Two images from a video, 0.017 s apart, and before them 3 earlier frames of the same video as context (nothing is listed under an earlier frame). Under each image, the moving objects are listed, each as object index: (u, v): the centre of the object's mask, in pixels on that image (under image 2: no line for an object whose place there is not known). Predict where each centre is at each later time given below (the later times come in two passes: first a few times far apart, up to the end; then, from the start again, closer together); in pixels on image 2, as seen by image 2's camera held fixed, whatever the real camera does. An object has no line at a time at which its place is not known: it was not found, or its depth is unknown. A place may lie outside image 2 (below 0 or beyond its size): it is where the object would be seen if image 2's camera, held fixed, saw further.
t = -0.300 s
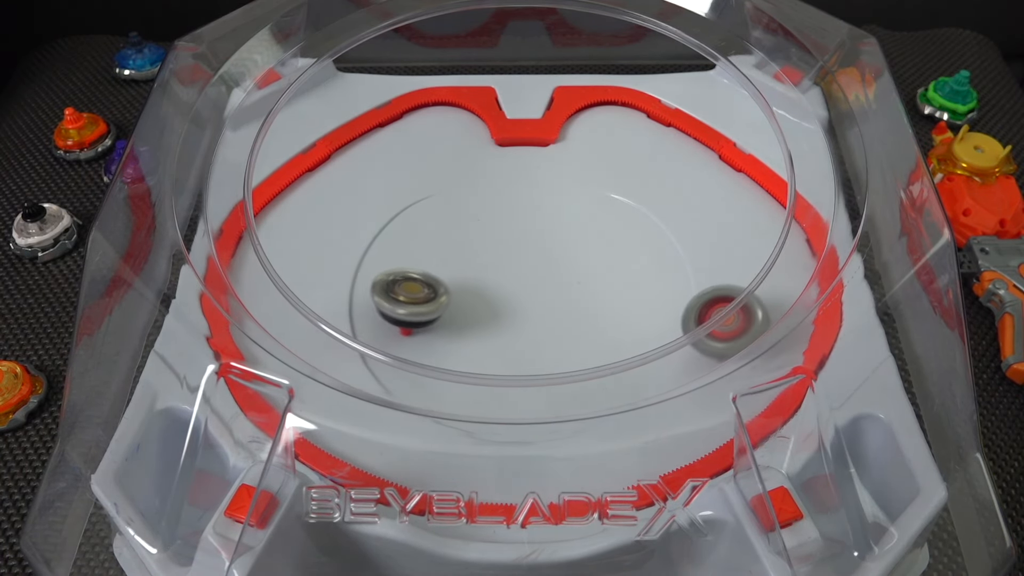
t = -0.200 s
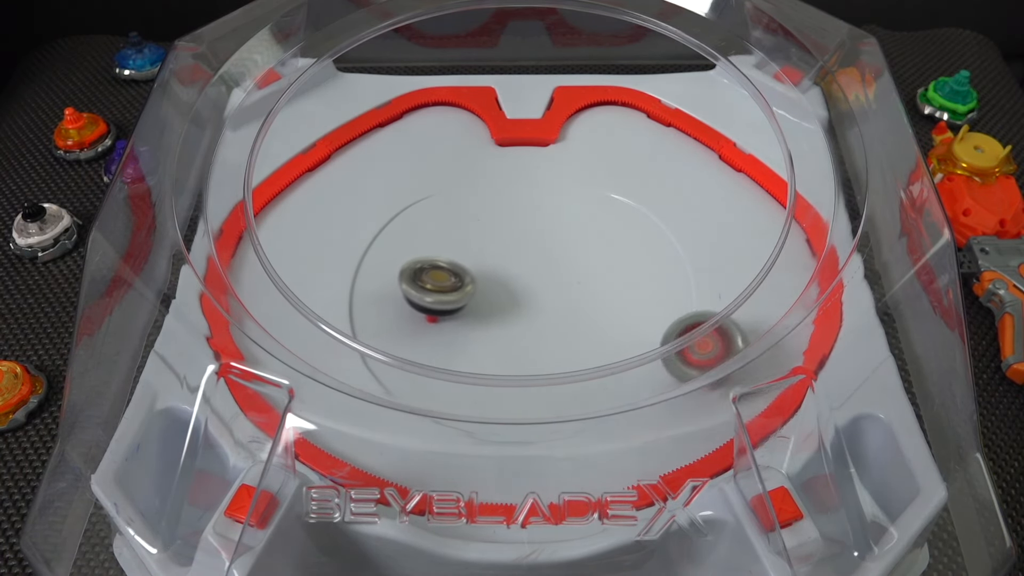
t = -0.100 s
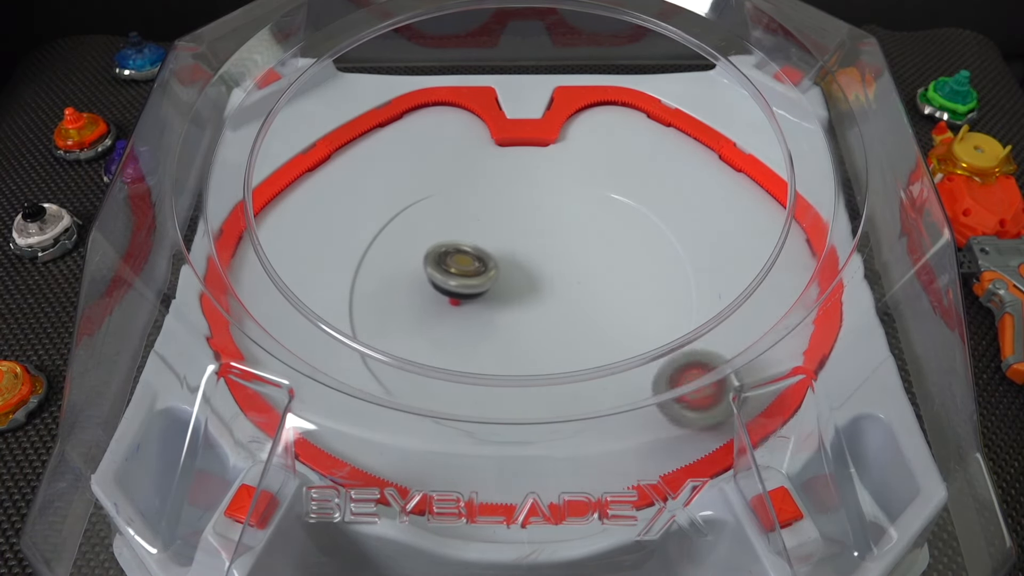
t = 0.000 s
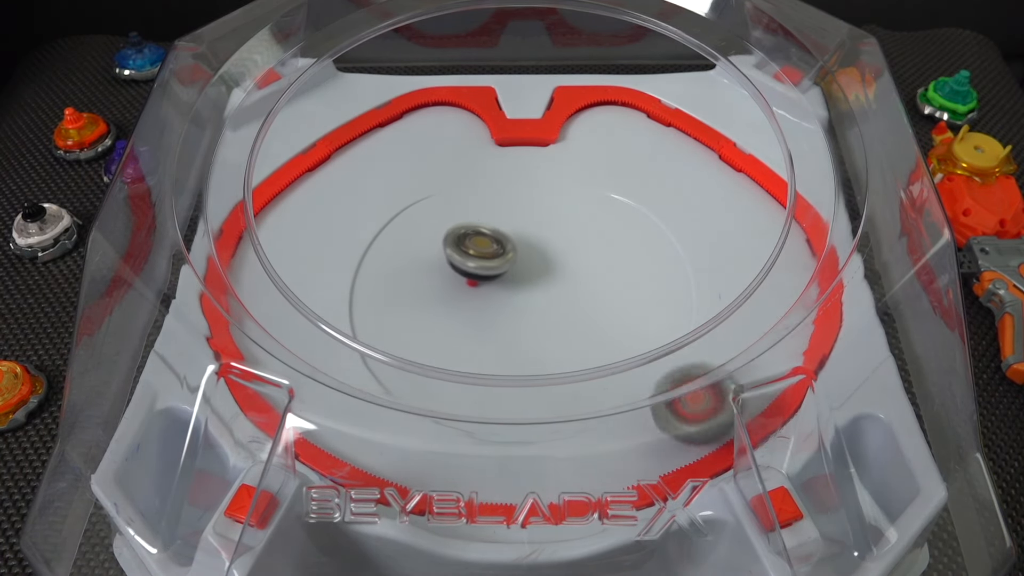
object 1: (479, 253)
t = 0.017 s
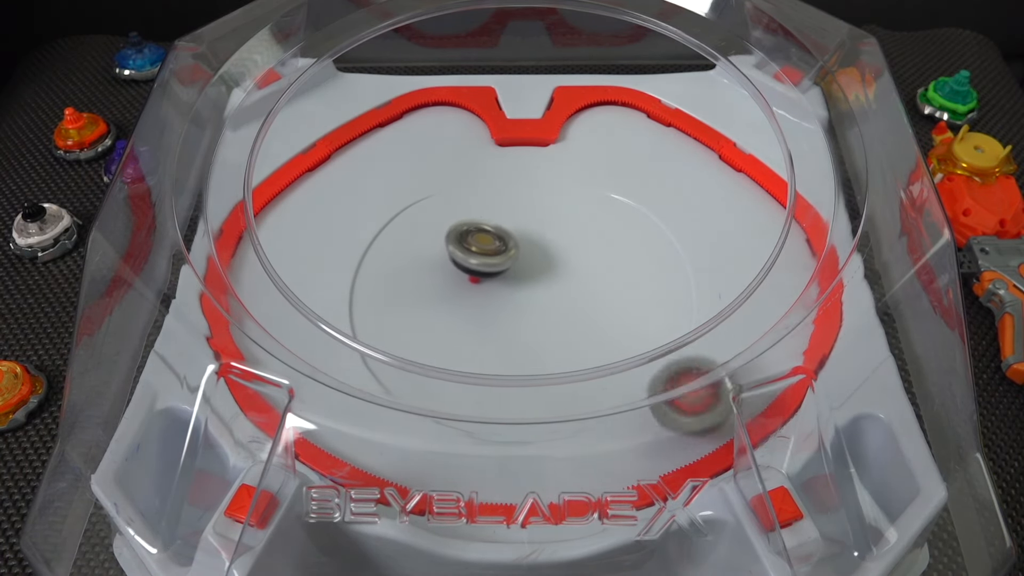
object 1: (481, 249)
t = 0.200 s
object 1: (493, 224)
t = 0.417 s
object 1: (483, 230)
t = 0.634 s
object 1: (438, 201)
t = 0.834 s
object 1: (371, 113)
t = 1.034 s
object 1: (397, 167)
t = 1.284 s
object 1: (466, 211)
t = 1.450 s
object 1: (408, 271)
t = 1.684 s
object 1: (544, 268)
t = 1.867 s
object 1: (648, 187)
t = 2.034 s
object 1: (459, 195)
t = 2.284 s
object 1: (462, 457)
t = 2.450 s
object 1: (435, 360)
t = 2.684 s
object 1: (473, 236)
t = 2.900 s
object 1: (397, 231)
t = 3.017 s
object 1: (426, 257)
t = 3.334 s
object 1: (564, 213)
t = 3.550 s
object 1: (654, 372)
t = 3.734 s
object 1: (623, 414)
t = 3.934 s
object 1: (768, 332)
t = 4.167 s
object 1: (653, 144)
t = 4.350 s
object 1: (521, 144)
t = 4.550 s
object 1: (430, 128)
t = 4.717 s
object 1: (415, 164)
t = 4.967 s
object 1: (476, 340)
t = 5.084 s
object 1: (600, 391)
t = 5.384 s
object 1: (727, 263)
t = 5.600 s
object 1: (717, 251)
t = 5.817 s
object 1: (655, 250)
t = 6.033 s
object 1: (526, 252)
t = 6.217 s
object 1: (417, 312)
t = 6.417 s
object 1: (478, 382)
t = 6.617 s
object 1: (556, 345)
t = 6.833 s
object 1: (544, 295)
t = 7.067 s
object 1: (513, 259)
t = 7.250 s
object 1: (533, 280)
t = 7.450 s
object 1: (637, 298)
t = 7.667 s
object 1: (710, 186)
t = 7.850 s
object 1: (631, 145)
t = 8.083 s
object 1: (390, 198)
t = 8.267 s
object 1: (402, 360)
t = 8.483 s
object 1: (639, 432)
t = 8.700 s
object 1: (779, 298)
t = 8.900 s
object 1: (789, 271)
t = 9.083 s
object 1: (734, 254)
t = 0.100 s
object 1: (489, 236)
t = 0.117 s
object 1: (490, 233)
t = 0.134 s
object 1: (491, 230)
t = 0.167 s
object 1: (492, 227)
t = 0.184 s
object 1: (493, 225)
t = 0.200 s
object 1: (493, 224)
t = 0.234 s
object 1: (493, 222)
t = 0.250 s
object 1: (492, 222)
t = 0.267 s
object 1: (492, 221)
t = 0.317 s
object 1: (490, 223)
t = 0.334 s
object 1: (489, 223)
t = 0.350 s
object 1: (488, 224)
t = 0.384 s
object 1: (485, 227)
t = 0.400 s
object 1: (484, 229)
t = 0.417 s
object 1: (483, 230)
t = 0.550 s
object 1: (471, 246)
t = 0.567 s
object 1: (470, 246)
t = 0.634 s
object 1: (438, 201)
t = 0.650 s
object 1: (430, 190)
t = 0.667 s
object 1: (422, 179)
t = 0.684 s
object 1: (416, 168)
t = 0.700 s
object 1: (409, 159)
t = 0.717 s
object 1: (404, 153)
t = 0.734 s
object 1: (399, 151)
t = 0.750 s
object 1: (394, 145)
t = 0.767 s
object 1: (389, 136)
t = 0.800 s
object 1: (379, 125)
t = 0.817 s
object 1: (374, 118)
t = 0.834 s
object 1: (371, 113)
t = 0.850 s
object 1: (371, 114)
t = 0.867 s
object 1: (372, 118)
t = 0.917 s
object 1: (379, 138)
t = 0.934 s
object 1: (380, 142)
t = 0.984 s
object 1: (388, 157)
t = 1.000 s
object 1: (391, 160)
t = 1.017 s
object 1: (394, 164)
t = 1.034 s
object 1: (397, 167)
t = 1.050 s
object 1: (401, 170)
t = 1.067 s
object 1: (405, 172)
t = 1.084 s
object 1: (408, 175)
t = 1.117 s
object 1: (417, 178)
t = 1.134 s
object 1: (420, 180)
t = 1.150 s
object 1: (426, 184)
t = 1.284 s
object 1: (466, 211)
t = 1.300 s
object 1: (455, 216)
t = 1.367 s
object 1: (422, 244)
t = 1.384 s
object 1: (416, 250)
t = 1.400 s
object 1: (412, 256)
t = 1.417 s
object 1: (409, 261)
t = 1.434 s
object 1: (407, 266)
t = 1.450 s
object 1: (408, 271)
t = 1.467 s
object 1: (410, 275)
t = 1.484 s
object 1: (413, 278)
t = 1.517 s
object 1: (425, 284)
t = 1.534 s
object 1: (433, 286)
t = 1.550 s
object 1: (443, 287)
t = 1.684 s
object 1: (544, 268)
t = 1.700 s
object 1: (557, 263)
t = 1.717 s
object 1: (570, 256)
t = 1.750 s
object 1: (593, 242)
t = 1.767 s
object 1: (604, 234)
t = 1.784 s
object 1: (615, 227)
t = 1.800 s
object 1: (623, 219)
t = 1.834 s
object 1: (637, 203)
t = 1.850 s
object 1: (644, 195)
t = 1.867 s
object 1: (648, 187)
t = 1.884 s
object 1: (649, 180)
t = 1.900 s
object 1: (649, 175)
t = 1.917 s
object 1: (649, 173)
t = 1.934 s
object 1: (648, 172)
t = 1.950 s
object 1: (649, 167)
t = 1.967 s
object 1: (618, 173)
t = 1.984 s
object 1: (579, 178)
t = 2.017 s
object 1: (498, 190)
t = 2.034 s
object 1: (459, 195)
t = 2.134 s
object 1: (284, 231)
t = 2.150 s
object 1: (250, 238)
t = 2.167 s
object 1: (230, 250)
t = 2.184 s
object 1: (257, 273)
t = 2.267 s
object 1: (422, 427)
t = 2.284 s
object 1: (462, 457)
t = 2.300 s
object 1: (470, 462)
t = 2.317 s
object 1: (454, 459)
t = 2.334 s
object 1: (449, 448)
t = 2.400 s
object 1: (437, 391)
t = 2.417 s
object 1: (434, 379)
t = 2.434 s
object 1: (433, 369)
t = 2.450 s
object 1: (435, 360)
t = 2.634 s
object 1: (468, 263)
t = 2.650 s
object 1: (469, 255)
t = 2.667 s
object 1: (472, 246)
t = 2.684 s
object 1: (473, 236)
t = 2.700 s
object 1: (473, 228)
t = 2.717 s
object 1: (459, 218)
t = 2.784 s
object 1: (396, 198)
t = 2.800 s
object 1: (395, 197)
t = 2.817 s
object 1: (394, 199)
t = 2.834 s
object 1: (393, 205)
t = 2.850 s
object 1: (394, 214)
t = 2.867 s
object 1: (394, 224)
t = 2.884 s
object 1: (396, 226)
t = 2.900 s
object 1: (397, 231)
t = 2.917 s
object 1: (400, 238)
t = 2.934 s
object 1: (403, 242)
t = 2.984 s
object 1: (415, 252)
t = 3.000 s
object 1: (420, 255)
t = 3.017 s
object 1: (426, 257)
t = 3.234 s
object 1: (525, 239)
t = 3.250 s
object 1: (532, 235)
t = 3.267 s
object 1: (539, 231)
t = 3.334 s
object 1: (564, 213)
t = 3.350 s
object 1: (568, 209)
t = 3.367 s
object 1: (575, 212)
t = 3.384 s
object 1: (584, 229)
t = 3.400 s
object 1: (593, 246)
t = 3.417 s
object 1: (602, 264)
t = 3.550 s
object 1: (654, 372)
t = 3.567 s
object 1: (650, 374)
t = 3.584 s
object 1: (646, 378)
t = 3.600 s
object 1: (642, 387)
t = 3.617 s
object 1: (639, 397)
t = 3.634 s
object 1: (635, 400)
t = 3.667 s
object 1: (629, 409)
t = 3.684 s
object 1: (627, 410)
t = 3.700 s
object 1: (625, 412)
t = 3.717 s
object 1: (624, 413)
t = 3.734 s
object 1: (623, 414)
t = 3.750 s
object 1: (623, 414)
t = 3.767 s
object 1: (624, 414)
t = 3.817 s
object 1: (632, 413)
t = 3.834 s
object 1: (651, 411)
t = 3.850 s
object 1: (673, 414)
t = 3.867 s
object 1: (698, 413)
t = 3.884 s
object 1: (730, 413)
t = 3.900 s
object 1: (750, 389)
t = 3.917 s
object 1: (756, 357)
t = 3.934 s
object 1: (768, 332)
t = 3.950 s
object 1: (765, 299)
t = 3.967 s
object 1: (774, 280)
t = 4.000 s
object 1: (789, 241)
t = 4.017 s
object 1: (796, 220)
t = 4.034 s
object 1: (795, 205)
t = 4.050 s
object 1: (776, 198)
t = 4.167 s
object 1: (653, 144)
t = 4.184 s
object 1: (639, 140)
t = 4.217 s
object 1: (611, 133)
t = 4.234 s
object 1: (599, 131)
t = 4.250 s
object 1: (587, 129)
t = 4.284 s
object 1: (563, 128)
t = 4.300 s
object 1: (552, 130)
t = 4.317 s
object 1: (541, 133)
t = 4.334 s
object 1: (531, 137)
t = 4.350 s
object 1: (521, 144)
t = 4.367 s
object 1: (510, 152)
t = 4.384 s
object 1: (499, 161)
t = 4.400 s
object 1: (490, 164)
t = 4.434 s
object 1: (472, 146)
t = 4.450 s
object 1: (464, 142)
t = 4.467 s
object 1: (458, 136)
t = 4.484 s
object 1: (451, 133)
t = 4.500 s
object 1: (444, 130)
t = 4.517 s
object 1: (439, 128)
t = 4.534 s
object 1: (434, 128)
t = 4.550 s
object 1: (430, 128)
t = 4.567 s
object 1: (426, 129)
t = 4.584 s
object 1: (424, 130)
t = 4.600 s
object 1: (421, 132)
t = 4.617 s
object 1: (419, 135)
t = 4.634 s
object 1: (417, 139)
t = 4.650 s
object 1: (416, 143)
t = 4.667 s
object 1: (415, 148)
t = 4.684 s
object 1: (414, 153)
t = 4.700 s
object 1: (414, 158)
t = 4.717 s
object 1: (415, 164)
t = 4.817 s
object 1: (420, 216)
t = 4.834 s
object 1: (422, 229)
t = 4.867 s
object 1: (426, 256)
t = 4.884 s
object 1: (429, 270)
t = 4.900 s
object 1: (435, 285)
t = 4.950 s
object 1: (462, 328)
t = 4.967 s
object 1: (476, 340)
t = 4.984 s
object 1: (491, 349)
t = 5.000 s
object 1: (507, 363)
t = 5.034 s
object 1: (542, 378)
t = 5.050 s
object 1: (562, 382)
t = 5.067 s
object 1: (584, 388)
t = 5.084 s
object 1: (600, 391)
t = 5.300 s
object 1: (722, 283)
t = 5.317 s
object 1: (725, 278)
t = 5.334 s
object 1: (727, 274)
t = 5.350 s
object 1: (728, 270)
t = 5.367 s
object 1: (727, 265)
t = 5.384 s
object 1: (727, 263)
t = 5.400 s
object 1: (728, 261)
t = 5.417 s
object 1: (729, 259)
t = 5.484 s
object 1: (727, 255)
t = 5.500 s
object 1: (727, 254)
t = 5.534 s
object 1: (724, 253)
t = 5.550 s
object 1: (722, 252)
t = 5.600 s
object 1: (717, 251)
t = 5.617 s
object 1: (715, 250)
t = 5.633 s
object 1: (712, 250)
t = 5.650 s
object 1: (709, 250)
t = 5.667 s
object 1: (706, 250)
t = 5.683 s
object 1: (702, 250)
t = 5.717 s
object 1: (694, 250)
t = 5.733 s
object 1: (690, 250)
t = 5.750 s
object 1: (684, 250)
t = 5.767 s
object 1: (678, 252)
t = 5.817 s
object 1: (655, 250)
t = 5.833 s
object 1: (647, 249)
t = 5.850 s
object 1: (638, 248)
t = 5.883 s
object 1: (619, 245)
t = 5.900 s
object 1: (608, 245)
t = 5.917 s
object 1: (598, 245)
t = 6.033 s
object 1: (526, 252)
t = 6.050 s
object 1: (515, 255)
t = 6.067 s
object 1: (504, 258)
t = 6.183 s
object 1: (432, 297)
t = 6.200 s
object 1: (425, 304)
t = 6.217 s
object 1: (417, 312)
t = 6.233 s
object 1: (411, 321)
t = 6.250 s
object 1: (408, 329)
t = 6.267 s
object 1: (407, 334)
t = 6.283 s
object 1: (402, 350)
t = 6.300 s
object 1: (401, 360)
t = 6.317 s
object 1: (402, 368)
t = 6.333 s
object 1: (413, 373)
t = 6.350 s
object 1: (426, 374)
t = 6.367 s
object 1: (440, 377)
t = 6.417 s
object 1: (478, 382)
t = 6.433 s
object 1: (490, 381)
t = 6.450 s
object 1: (501, 380)
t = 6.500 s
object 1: (528, 375)
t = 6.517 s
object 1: (536, 372)
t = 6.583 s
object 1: (553, 356)
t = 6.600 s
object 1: (556, 352)
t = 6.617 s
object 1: (556, 345)
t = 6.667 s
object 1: (557, 335)
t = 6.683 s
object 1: (557, 330)
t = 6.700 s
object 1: (556, 326)
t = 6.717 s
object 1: (555, 322)
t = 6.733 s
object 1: (555, 317)
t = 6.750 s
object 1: (553, 314)
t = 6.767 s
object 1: (551, 310)
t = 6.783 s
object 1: (550, 306)
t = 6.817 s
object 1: (546, 299)
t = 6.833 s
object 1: (544, 295)
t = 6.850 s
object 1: (543, 292)
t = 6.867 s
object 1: (541, 289)
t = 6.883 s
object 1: (539, 285)
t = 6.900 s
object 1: (536, 282)
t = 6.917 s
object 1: (534, 279)
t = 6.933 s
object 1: (532, 276)
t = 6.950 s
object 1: (529, 273)
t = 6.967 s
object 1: (527, 270)
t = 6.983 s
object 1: (524, 268)
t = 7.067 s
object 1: (513, 259)
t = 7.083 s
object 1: (511, 257)
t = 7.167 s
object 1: (504, 255)
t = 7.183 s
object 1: (502, 255)
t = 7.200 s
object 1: (504, 258)
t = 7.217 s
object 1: (514, 265)
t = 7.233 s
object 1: (524, 273)
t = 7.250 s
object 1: (533, 280)
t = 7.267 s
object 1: (543, 286)
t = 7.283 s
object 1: (552, 292)
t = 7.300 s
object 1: (561, 296)
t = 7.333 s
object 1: (579, 303)
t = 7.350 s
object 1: (588, 305)
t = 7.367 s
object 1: (598, 306)
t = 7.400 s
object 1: (615, 305)
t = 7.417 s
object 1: (623, 304)
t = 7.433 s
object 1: (631, 301)
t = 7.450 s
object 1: (637, 298)
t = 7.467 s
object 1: (644, 294)
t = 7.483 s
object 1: (651, 289)
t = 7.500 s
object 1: (654, 284)
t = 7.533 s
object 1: (661, 270)
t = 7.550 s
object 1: (665, 262)
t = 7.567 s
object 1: (683, 247)
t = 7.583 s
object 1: (691, 232)
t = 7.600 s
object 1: (695, 220)
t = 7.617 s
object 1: (698, 211)
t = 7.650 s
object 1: (706, 194)
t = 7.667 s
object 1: (710, 186)
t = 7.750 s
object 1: (734, 155)
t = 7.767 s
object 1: (737, 151)
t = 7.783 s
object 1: (729, 147)
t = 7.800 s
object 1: (705, 146)
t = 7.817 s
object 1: (681, 148)
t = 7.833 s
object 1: (654, 144)
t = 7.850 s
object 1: (631, 145)
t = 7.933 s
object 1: (523, 149)
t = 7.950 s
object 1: (504, 151)
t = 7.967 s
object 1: (484, 153)
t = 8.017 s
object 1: (437, 166)
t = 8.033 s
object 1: (423, 172)
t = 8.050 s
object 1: (411, 178)
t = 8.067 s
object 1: (399, 187)
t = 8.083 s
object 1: (390, 198)
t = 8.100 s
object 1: (383, 209)
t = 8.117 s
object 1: (376, 221)
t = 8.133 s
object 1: (372, 235)
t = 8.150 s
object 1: (370, 250)
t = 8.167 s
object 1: (369, 265)
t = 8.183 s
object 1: (370, 281)
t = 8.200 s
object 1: (373, 297)
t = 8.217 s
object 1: (378, 313)
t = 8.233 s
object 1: (388, 325)
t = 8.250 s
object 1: (393, 344)
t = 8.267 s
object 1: (402, 360)
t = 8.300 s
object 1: (428, 391)
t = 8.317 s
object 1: (446, 402)
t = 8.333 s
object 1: (464, 411)
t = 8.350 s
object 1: (485, 420)
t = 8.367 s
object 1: (504, 429)
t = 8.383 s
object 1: (521, 437)
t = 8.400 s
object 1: (537, 448)
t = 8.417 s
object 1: (557, 458)
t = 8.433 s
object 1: (575, 462)
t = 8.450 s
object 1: (598, 458)
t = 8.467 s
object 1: (620, 447)
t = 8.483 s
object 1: (639, 432)
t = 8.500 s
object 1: (657, 422)
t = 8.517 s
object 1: (675, 409)
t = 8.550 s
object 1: (702, 382)
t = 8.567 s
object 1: (715, 370)
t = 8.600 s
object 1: (741, 349)
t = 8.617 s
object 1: (750, 340)
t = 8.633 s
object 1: (754, 326)
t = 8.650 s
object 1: (763, 319)
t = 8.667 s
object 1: (769, 311)
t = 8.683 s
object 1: (775, 304)
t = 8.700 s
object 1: (779, 298)
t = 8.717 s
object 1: (782, 291)
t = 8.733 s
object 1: (785, 286)
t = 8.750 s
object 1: (787, 283)
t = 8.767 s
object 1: (789, 280)
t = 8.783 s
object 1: (791, 278)
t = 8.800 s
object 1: (793, 276)
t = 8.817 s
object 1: (793, 274)
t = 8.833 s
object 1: (793, 273)
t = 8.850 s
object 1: (793, 272)
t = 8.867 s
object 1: (792, 272)
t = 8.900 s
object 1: (789, 271)
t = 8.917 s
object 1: (781, 268)
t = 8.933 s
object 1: (777, 267)
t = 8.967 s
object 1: (772, 265)
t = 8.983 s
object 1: (769, 265)
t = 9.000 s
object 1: (762, 263)
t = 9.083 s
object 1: (734, 254)
